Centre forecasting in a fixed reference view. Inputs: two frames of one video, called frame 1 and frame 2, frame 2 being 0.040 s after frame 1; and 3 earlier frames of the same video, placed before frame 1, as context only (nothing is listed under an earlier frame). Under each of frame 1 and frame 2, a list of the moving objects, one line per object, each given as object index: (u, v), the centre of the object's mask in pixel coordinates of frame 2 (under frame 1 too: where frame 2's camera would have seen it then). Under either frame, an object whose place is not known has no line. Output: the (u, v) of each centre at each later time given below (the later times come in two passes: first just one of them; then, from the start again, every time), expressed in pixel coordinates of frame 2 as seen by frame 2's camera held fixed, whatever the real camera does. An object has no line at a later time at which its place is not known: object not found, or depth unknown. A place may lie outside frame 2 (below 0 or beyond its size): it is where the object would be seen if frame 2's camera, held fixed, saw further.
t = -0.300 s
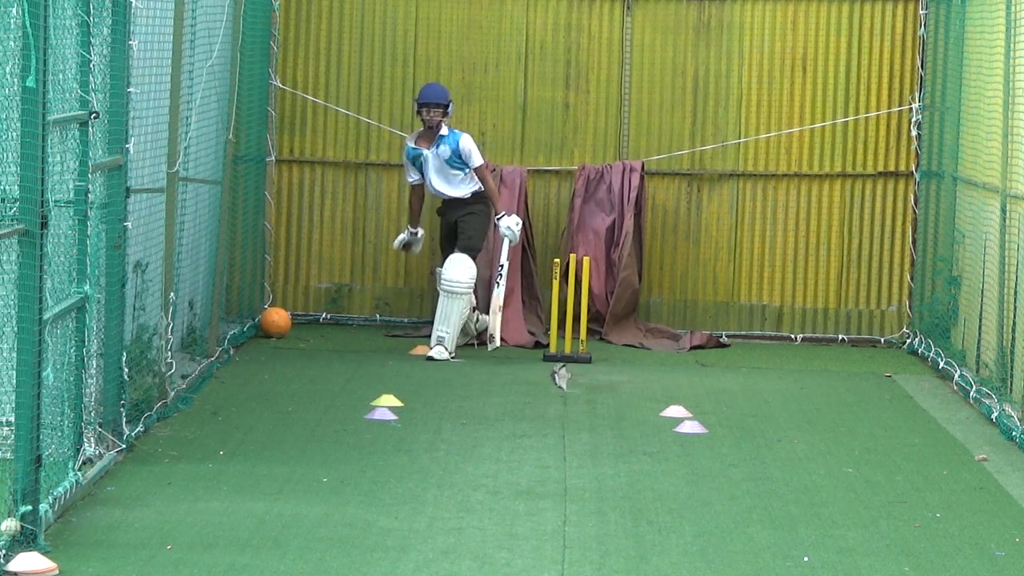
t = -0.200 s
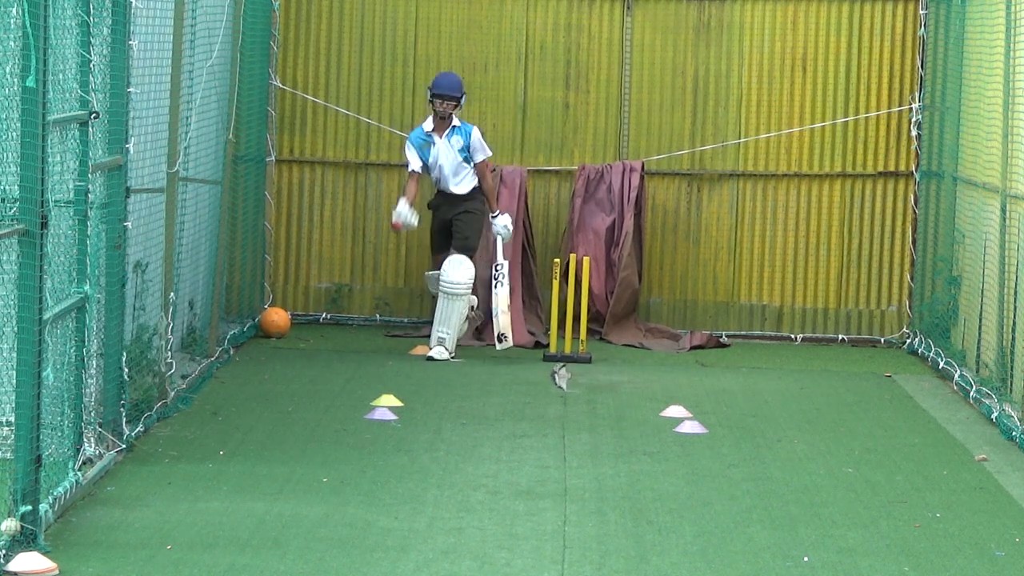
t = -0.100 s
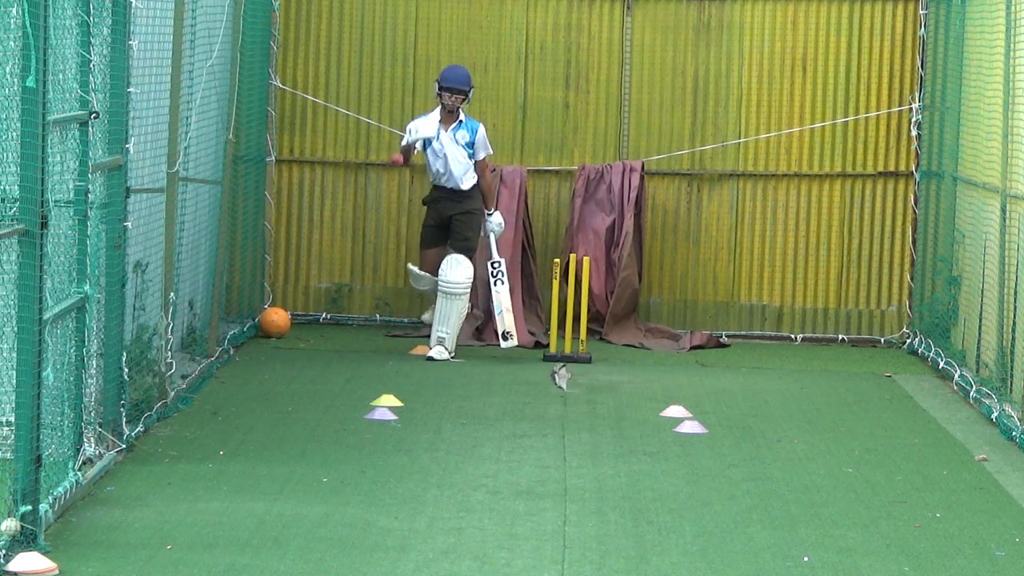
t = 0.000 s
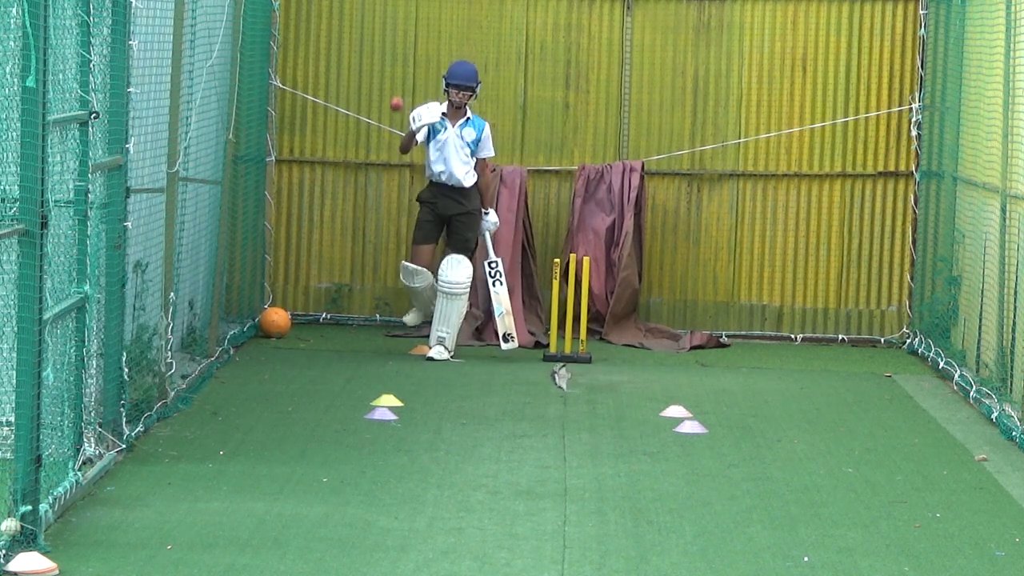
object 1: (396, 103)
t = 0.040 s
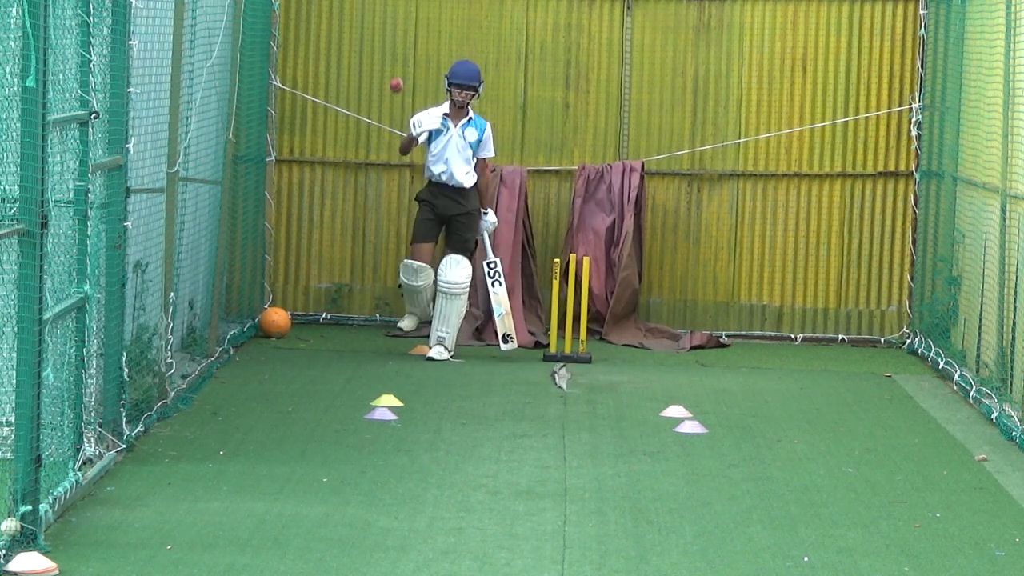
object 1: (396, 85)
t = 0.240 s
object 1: (392, 27)
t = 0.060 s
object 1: (396, 77)
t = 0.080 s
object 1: (395, 69)
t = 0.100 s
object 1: (395, 61)
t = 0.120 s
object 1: (395, 54)
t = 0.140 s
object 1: (394, 48)
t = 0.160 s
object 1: (394, 42)
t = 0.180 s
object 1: (394, 37)
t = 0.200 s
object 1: (393, 33)
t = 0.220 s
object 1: (393, 30)
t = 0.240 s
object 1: (392, 27)
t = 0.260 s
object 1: (392, 25)
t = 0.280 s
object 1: (392, 24)
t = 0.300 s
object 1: (391, 24)
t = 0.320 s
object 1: (390, 25)
